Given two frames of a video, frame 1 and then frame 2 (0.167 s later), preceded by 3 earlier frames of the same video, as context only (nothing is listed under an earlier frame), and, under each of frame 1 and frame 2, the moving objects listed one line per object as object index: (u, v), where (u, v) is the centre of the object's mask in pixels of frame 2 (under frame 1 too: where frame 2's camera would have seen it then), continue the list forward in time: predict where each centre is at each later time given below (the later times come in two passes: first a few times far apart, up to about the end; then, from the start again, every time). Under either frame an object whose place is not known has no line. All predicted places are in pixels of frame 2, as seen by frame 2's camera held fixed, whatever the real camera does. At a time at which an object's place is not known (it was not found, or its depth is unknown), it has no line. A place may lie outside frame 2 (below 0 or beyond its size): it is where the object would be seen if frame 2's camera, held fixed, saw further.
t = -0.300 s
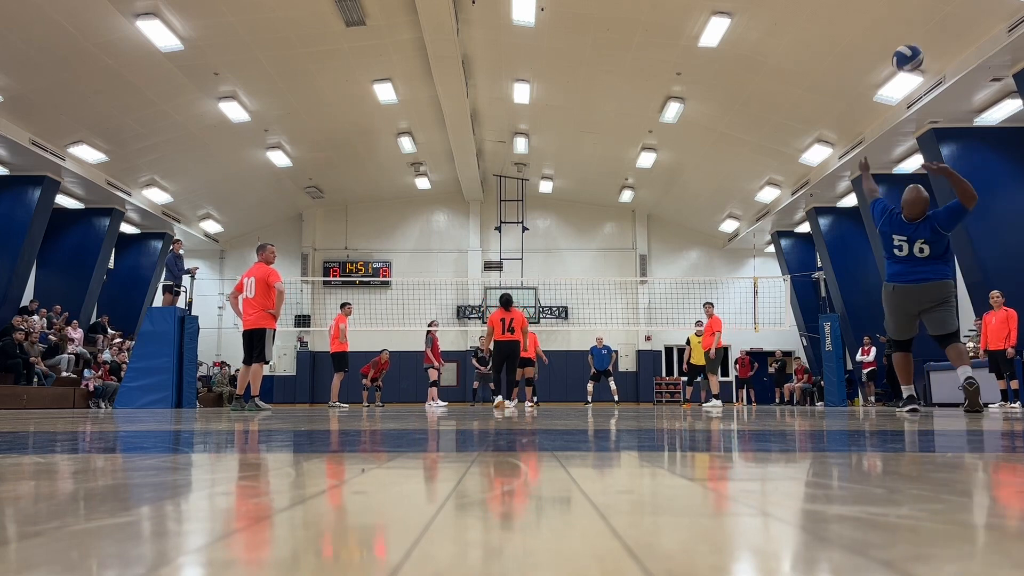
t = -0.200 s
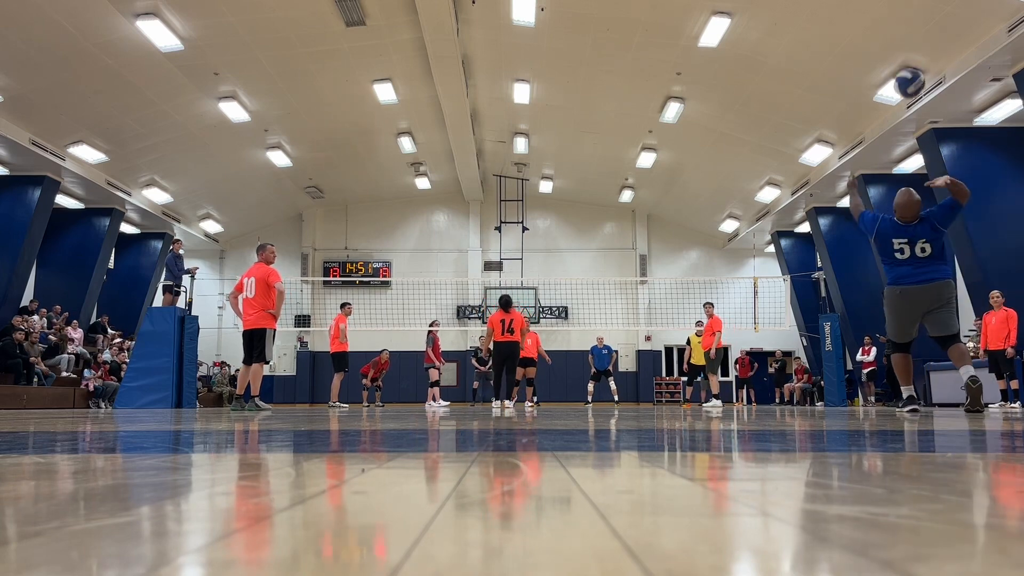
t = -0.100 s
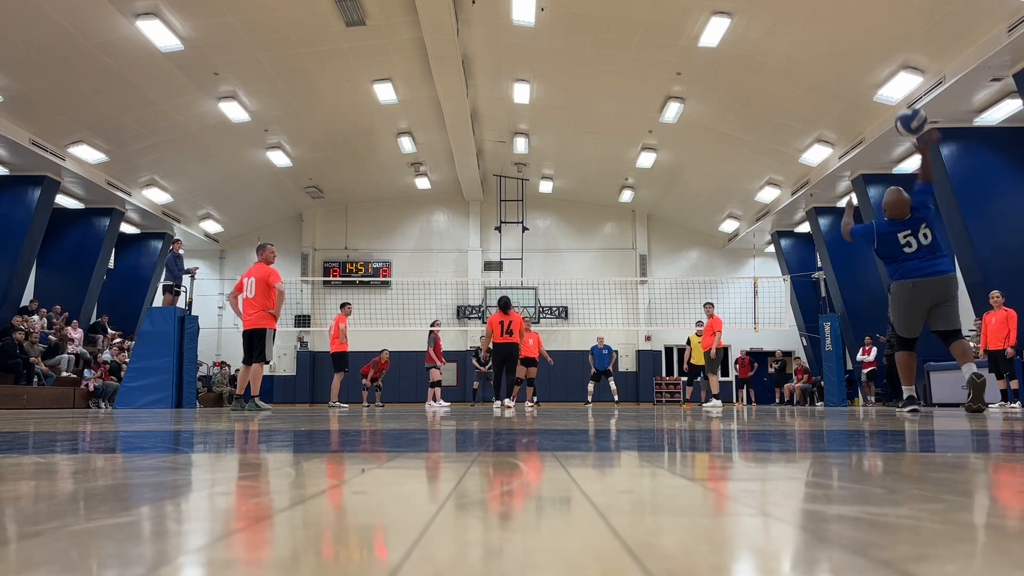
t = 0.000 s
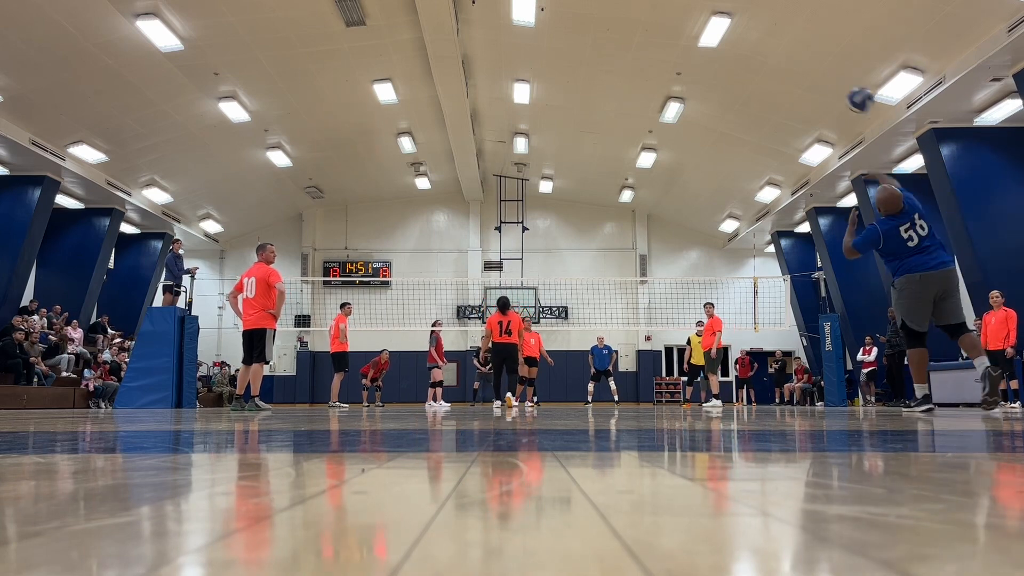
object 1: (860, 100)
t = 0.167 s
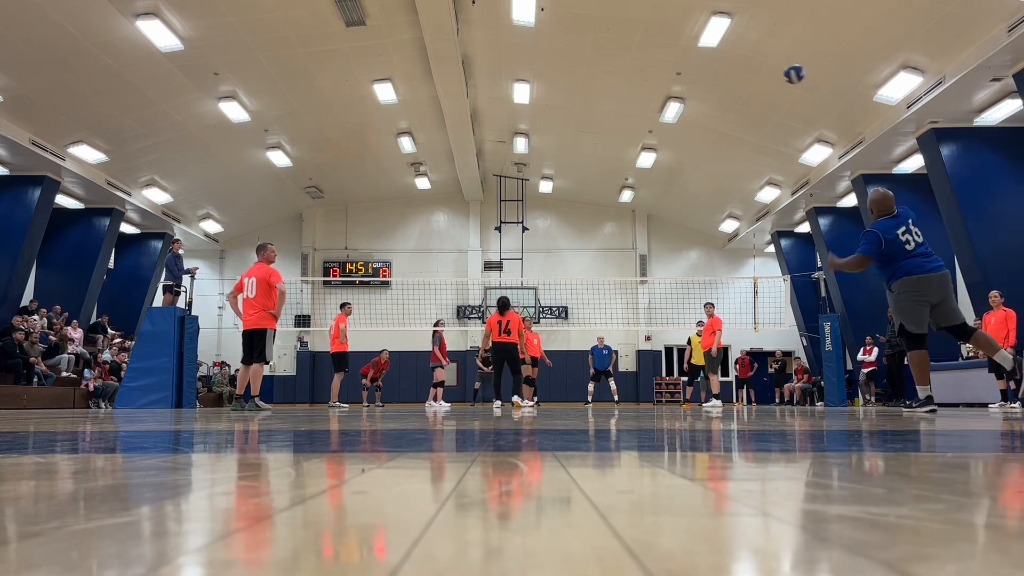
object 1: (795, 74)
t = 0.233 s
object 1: (776, 72)
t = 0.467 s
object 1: (732, 89)
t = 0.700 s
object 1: (705, 130)
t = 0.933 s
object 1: (685, 184)
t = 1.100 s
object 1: (676, 226)
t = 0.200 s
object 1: (785, 72)
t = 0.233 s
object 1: (776, 72)
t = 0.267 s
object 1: (767, 72)
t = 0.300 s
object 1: (759, 73)
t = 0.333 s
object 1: (753, 75)
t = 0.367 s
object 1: (747, 78)
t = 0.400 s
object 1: (741, 81)
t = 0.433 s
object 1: (736, 85)
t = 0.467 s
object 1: (732, 89)
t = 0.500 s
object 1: (727, 94)
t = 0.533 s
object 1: (723, 98)
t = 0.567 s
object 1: (719, 104)
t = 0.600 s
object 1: (715, 110)
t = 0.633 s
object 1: (711, 116)
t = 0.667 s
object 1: (708, 123)
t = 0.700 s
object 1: (705, 130)
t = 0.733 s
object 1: (701, 138)
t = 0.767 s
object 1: (698, 145)
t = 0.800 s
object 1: (695, 153)
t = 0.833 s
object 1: (692, 160)
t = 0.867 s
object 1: (690, 168)
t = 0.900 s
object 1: (688, 176)
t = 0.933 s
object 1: (685, 184)
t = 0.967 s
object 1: (683, 192)
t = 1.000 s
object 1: (681, 200)
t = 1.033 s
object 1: (679, 208)
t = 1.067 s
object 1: (677, 217)
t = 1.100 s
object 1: (676, 226)
